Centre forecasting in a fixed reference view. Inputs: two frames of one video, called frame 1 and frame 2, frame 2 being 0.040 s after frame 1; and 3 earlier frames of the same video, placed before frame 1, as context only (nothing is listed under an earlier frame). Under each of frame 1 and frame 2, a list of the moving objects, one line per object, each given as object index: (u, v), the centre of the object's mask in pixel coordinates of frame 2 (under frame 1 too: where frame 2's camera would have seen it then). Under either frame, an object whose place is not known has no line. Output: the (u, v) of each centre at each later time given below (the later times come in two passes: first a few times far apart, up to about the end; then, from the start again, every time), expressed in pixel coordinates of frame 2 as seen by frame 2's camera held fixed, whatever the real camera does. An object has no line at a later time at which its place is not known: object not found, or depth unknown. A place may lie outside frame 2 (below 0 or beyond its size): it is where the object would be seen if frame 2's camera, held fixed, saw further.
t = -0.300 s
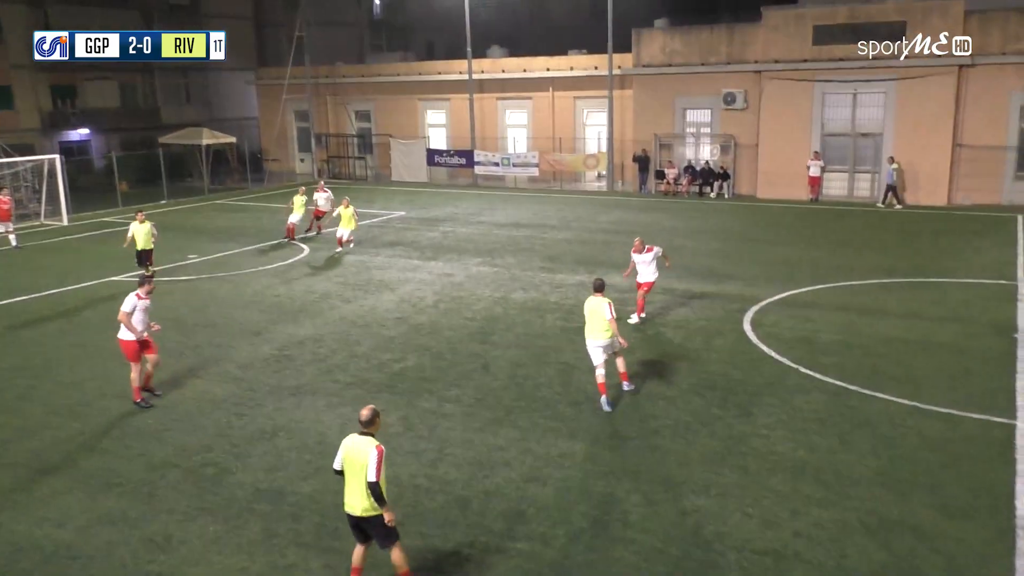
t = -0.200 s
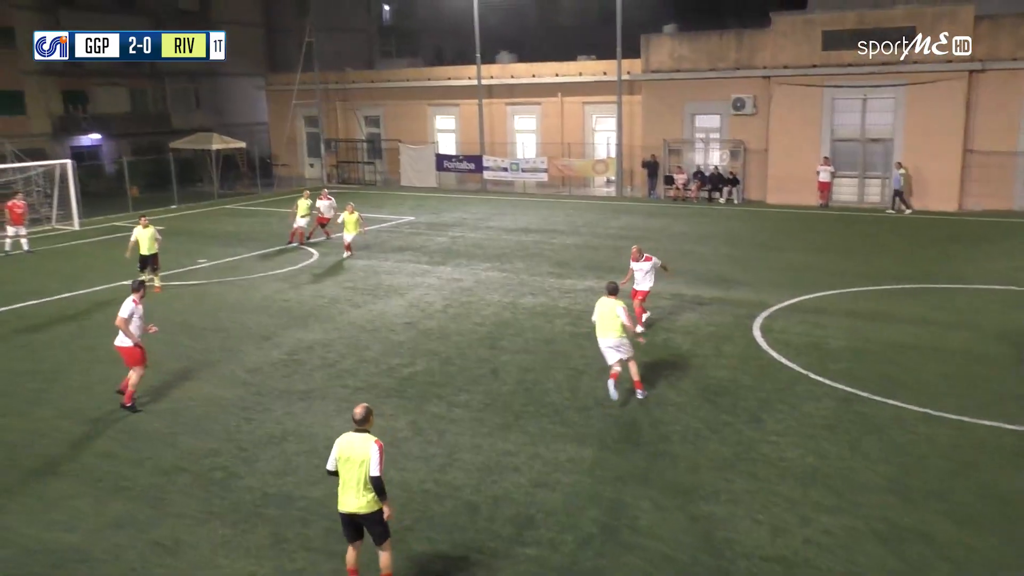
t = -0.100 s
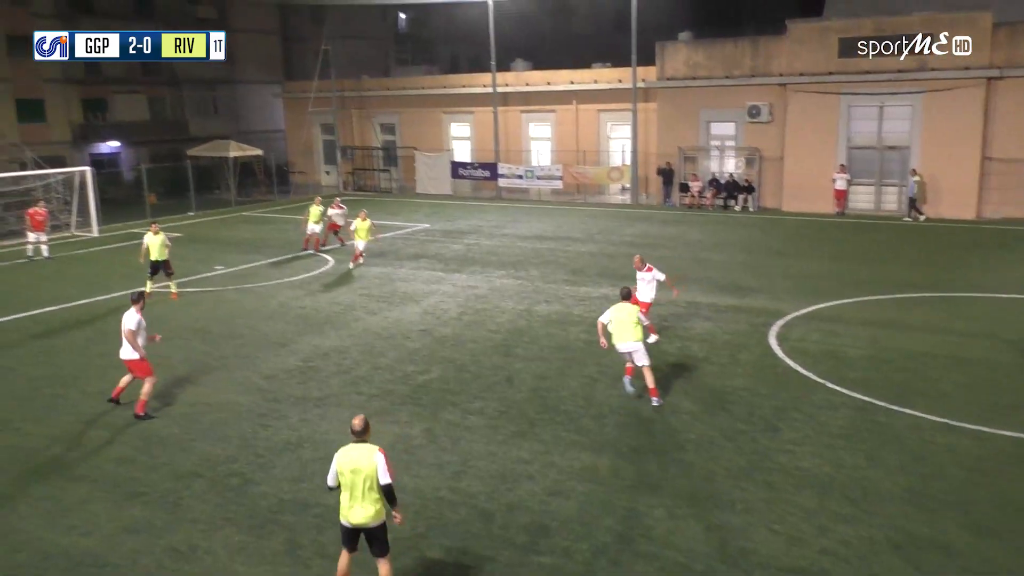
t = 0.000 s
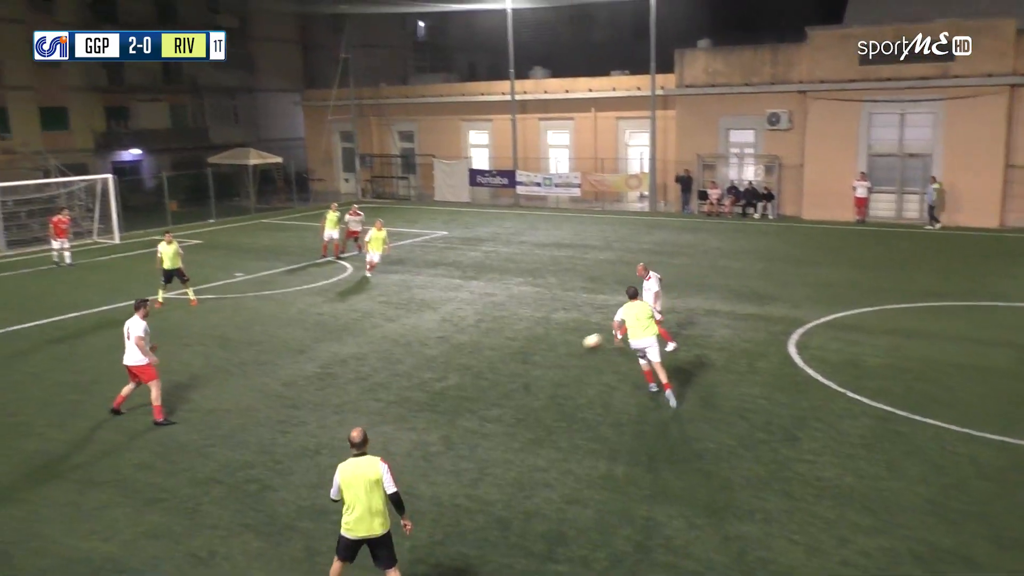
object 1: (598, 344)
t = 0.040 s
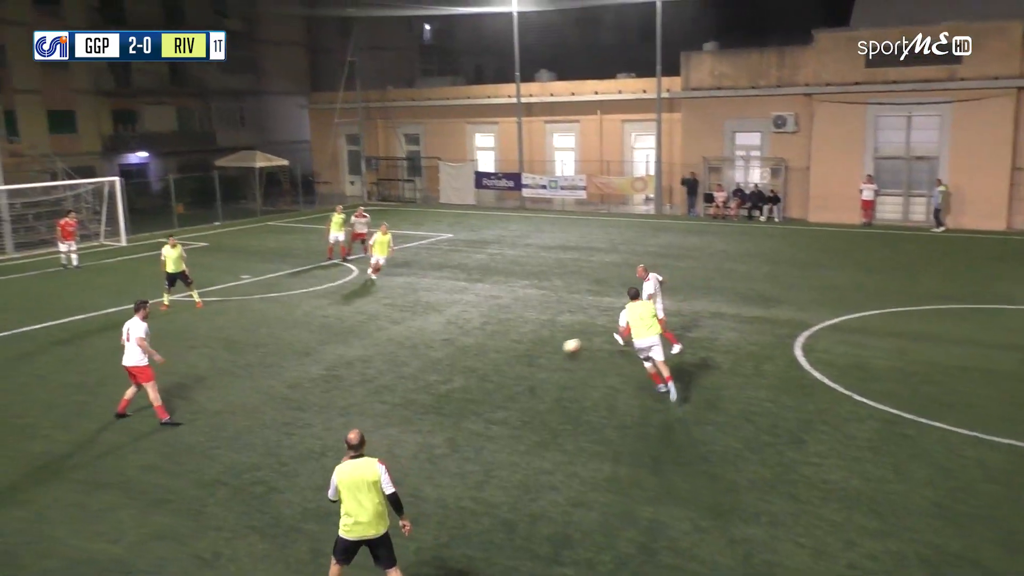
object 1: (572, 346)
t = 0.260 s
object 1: (423, 365)
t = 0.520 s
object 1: (242, 388)
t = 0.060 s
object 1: (558, 347)
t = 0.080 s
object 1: (545, 348)
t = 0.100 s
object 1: (532, 350)
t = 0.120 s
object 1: (519, 352)
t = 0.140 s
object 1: (505, 354)
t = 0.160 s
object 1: (491, 357)
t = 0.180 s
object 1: (478, 359)
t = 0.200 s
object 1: (464, 360)
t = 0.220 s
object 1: (451, 361)
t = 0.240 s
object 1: (437, 363)
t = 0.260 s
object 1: (423, 365)
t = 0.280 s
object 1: (409, 367)
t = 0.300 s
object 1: (394, 369)
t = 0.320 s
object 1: (381, 371)
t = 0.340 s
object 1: (367, 372)
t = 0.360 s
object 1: (354, 372)
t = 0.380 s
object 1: (340, 373)
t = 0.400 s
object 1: (326, 375)
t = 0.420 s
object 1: (313, 375)
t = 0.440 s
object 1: (299, 377)
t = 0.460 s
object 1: (285, 379)
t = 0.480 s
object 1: (270, 382)
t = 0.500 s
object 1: (256, 384)
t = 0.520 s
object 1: (242, 388)
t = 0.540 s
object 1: (228, 389)
